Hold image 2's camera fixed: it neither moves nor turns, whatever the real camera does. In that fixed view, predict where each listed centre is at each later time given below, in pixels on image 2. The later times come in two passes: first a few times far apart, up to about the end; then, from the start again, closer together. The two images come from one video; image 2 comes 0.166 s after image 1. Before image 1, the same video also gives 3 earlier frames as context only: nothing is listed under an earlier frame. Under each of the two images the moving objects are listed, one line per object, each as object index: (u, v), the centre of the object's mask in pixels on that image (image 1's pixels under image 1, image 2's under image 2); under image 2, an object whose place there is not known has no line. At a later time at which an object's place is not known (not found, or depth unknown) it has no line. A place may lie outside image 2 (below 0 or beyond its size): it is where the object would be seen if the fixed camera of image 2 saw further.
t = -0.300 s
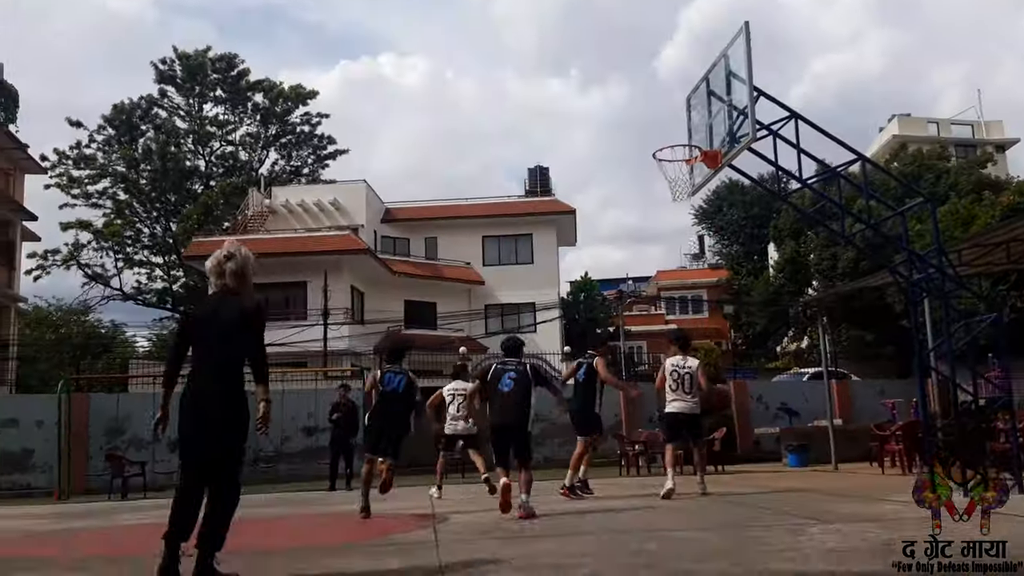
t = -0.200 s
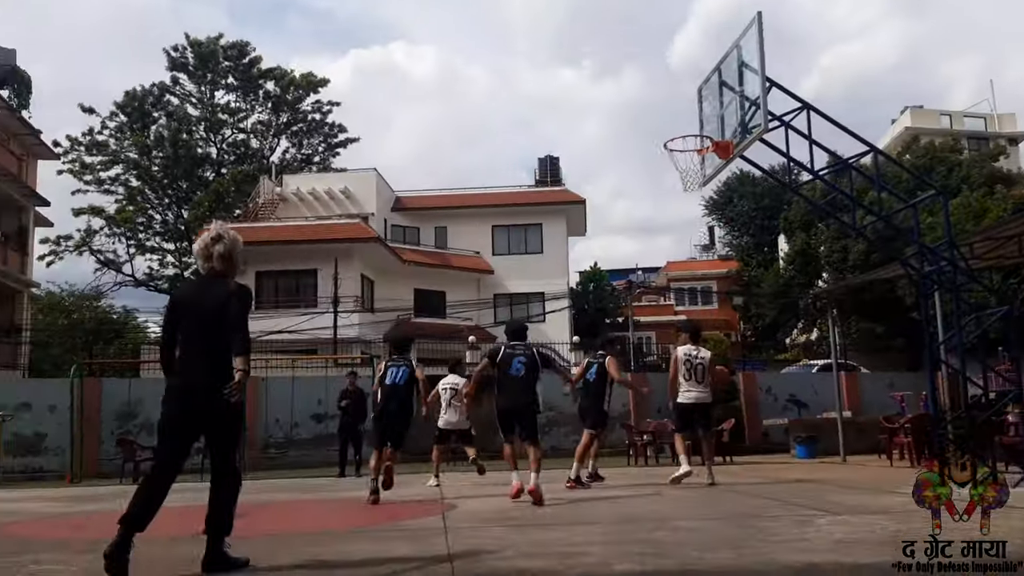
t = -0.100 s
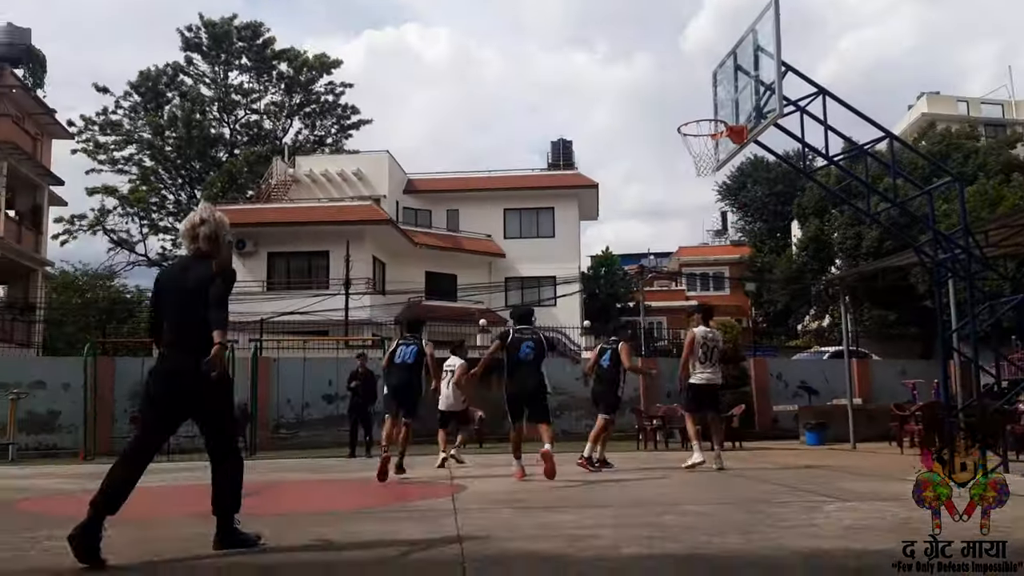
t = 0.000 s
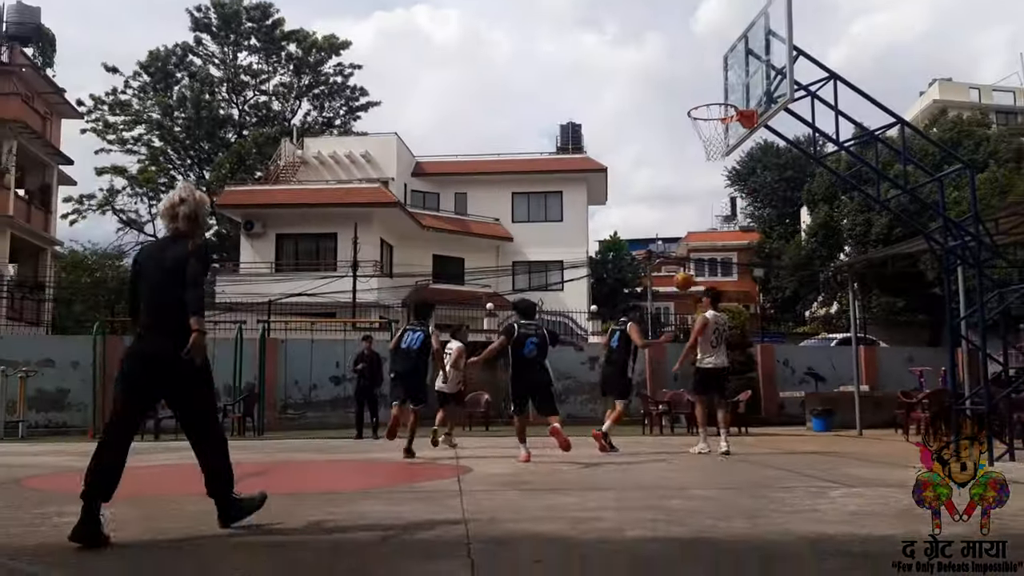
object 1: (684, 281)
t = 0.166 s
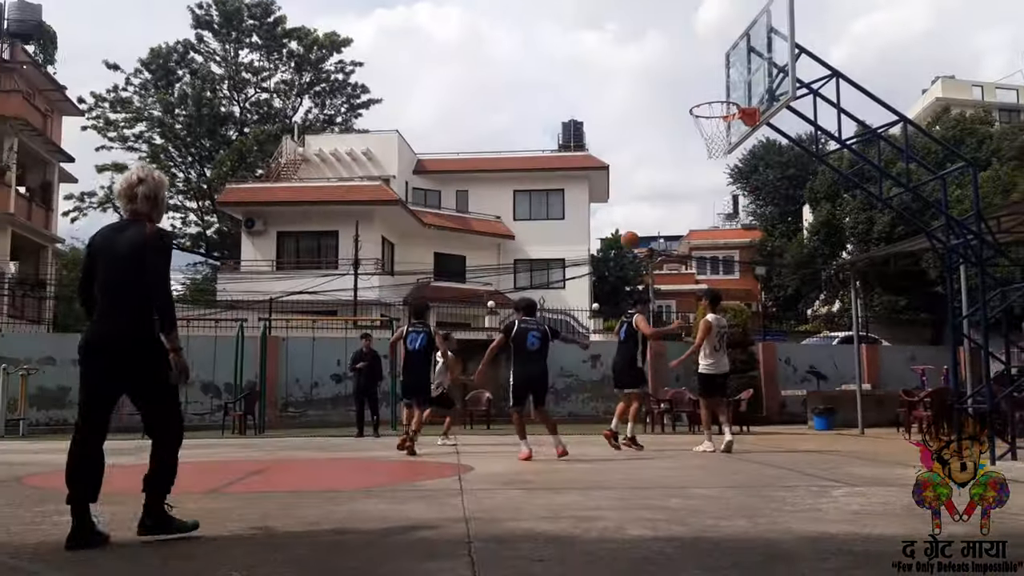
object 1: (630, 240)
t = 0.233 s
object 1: (610, 231)
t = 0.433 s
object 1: (556, 224)
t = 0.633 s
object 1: (508, 244)
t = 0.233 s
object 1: (610, 231)
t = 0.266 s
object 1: (600, 227)
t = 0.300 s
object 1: (591, 225)
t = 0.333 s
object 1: (582, 224)
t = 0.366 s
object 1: (573, 223)
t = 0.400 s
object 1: (565, 223)
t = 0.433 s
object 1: (556, 224)
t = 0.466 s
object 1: (548, 226)
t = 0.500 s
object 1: (539, 228)
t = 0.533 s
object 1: (531, 231)
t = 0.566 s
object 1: (523, 235)
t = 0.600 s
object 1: (515, 239)
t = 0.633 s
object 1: (508, 244)
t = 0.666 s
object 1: (499, 249)
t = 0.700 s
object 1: (492, 256)
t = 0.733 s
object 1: (486, 263)
